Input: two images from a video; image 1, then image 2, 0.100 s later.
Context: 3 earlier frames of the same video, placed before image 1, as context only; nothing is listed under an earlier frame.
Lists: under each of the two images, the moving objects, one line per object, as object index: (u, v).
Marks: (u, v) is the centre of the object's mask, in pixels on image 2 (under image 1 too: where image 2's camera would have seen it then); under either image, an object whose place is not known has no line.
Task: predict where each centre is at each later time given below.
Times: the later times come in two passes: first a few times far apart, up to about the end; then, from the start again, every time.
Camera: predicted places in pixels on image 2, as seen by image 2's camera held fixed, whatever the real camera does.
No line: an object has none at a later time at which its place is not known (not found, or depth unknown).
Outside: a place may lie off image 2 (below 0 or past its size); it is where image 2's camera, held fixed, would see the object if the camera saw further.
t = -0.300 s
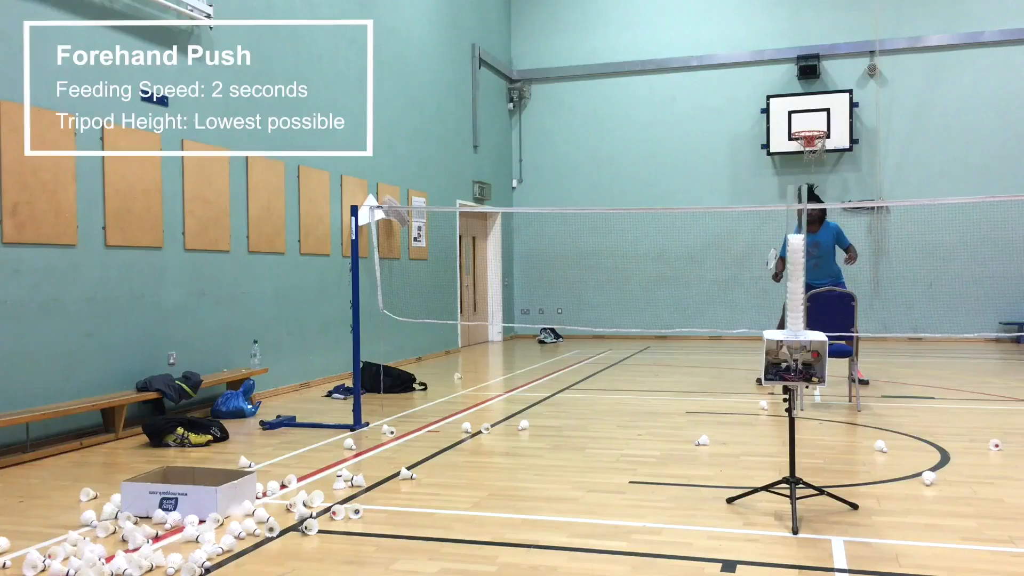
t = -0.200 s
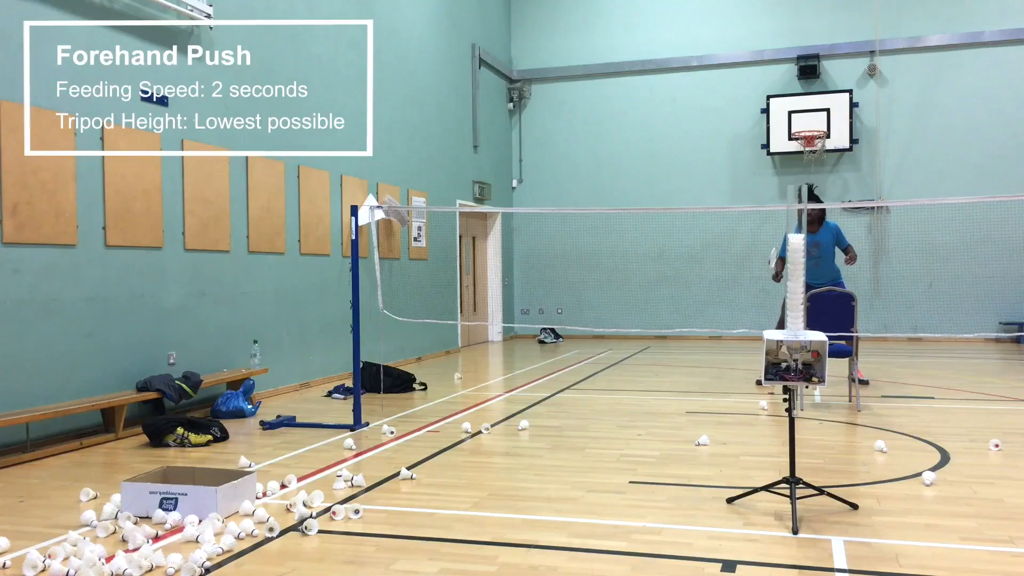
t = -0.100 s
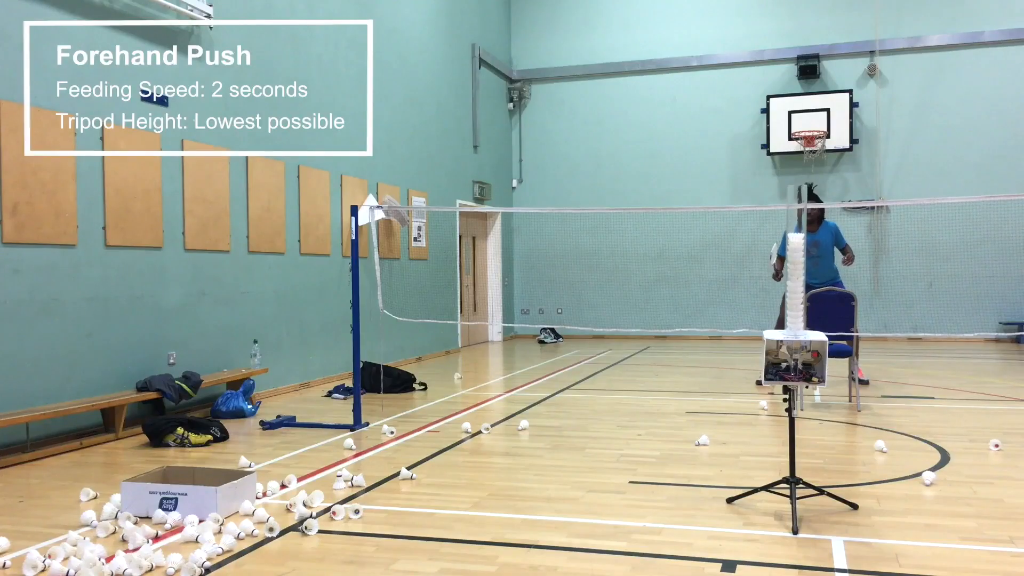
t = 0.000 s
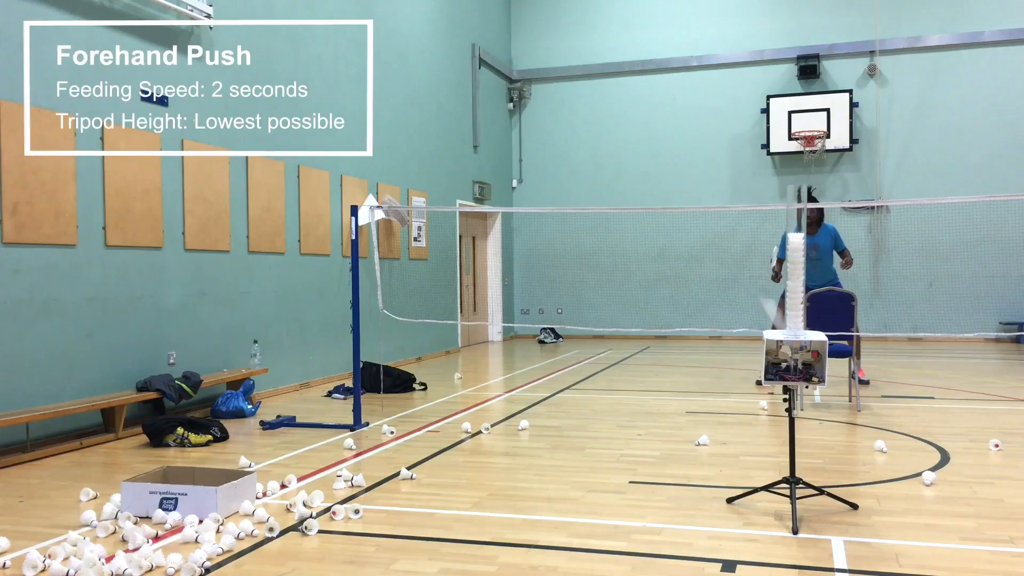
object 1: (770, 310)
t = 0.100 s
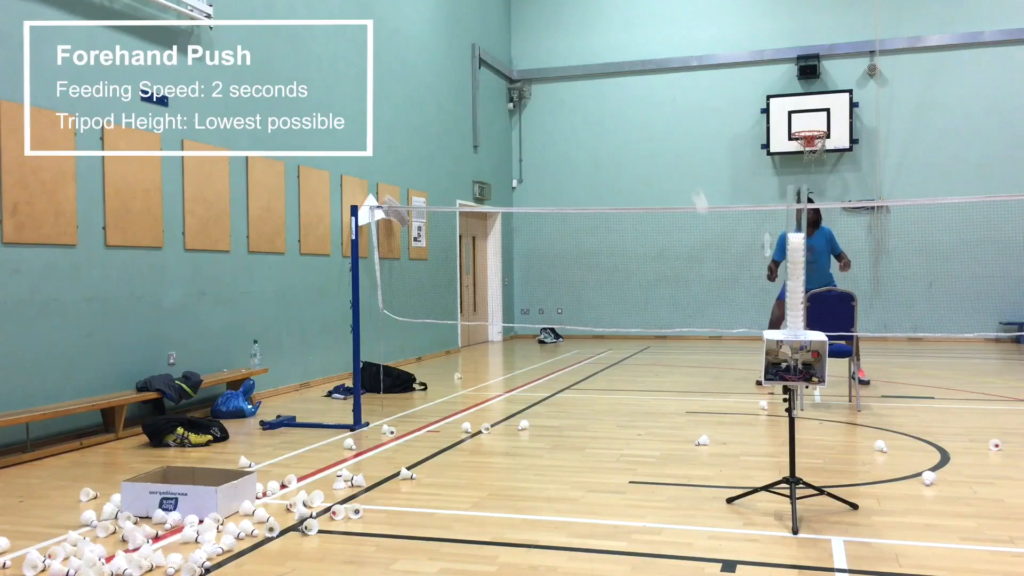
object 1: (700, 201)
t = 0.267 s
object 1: (650, 129)
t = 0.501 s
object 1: (604, 125)
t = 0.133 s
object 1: (690, 177)
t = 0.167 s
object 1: (679, 158)
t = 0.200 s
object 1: (669, 146)
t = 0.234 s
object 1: (659, 137)
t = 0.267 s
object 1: (650, 129)
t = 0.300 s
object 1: (641, 124)
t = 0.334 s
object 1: (633, 121)
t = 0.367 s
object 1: (626, 119)
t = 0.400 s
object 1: (620, 119)
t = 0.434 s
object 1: (615, 119)
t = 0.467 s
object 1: (609, 121)
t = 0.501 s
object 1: (604, 125)
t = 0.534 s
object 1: (601, 129)
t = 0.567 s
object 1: (598, 135)
